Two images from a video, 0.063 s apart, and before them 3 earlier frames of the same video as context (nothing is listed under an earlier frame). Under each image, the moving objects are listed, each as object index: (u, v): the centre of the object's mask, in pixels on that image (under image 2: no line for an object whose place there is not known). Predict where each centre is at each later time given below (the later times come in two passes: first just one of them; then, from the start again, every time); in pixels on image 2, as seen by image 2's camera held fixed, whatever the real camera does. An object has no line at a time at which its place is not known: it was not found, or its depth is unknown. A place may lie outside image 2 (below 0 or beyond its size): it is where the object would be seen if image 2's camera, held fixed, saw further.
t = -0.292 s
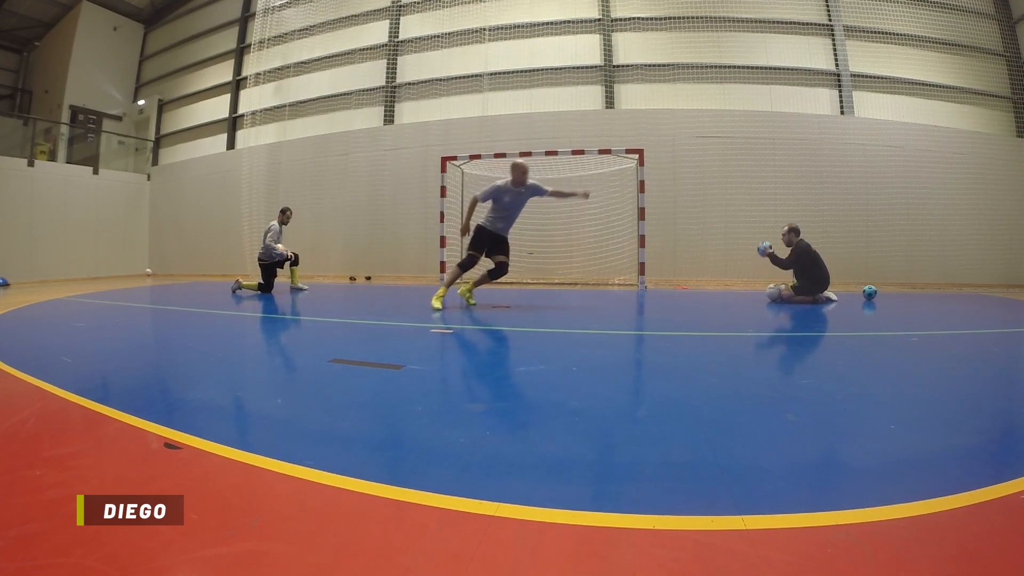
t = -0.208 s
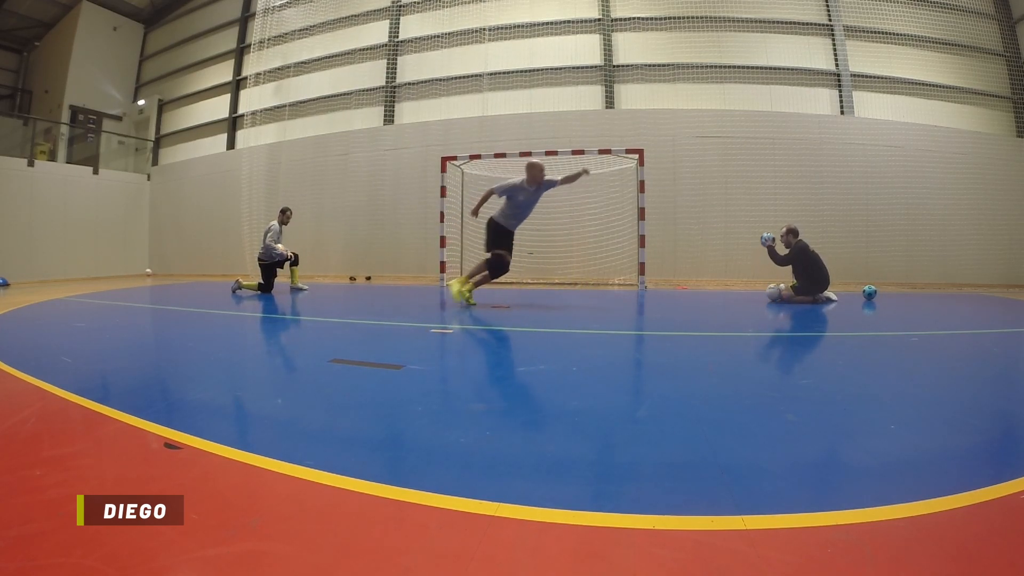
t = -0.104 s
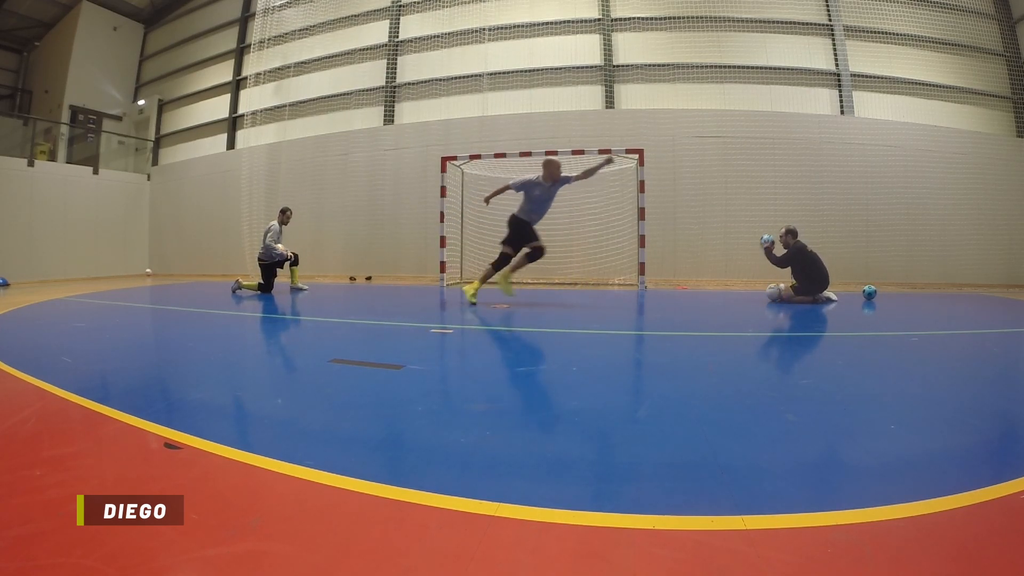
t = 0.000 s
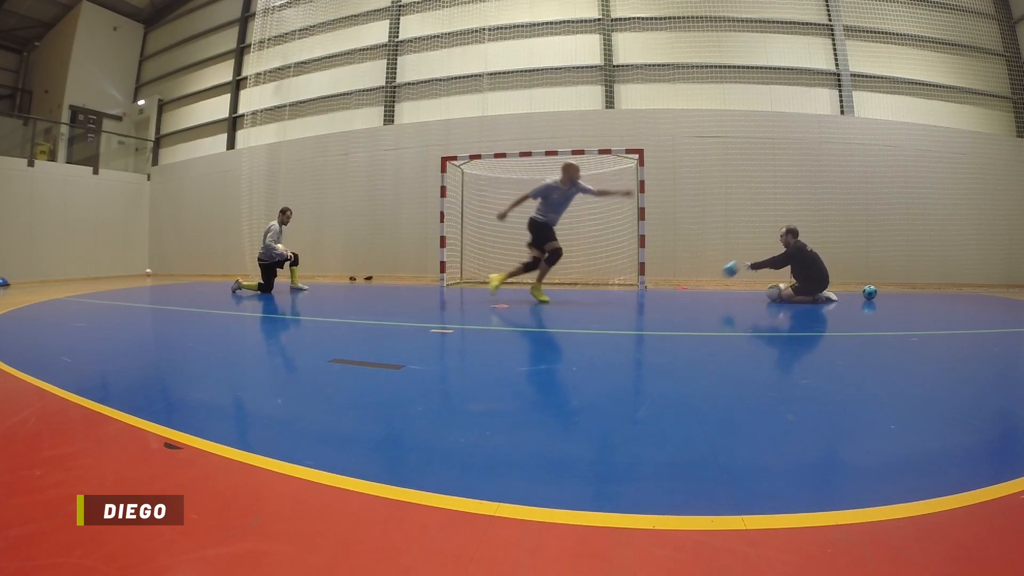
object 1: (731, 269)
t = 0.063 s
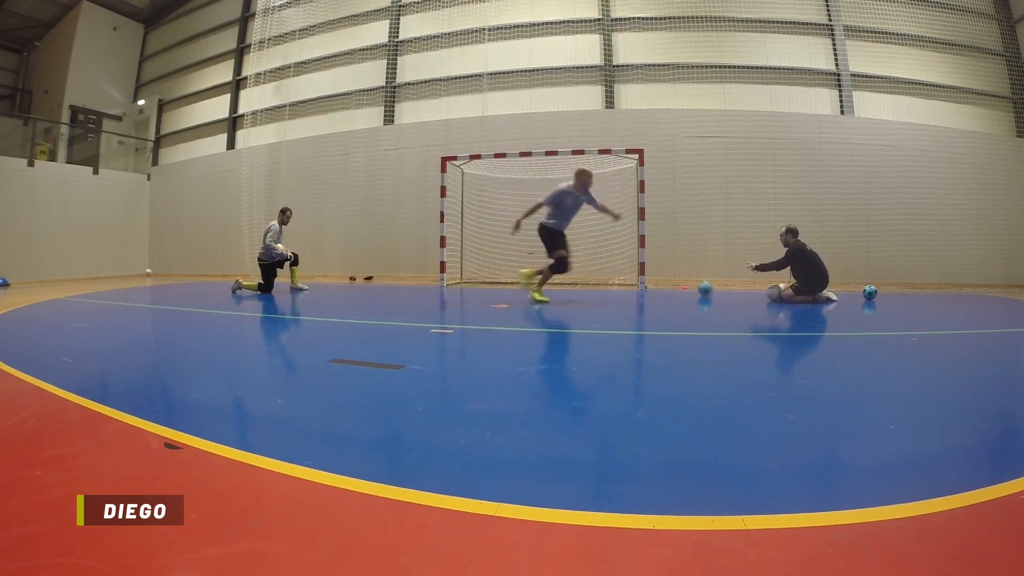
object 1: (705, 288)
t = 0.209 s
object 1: (673, 255)
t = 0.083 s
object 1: (700, 283)
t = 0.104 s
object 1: (696, 277)
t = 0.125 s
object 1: (691, 272)
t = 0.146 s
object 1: (687, 267)
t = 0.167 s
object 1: (682, 262)
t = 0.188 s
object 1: (677, 258)
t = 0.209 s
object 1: (673, 255)
